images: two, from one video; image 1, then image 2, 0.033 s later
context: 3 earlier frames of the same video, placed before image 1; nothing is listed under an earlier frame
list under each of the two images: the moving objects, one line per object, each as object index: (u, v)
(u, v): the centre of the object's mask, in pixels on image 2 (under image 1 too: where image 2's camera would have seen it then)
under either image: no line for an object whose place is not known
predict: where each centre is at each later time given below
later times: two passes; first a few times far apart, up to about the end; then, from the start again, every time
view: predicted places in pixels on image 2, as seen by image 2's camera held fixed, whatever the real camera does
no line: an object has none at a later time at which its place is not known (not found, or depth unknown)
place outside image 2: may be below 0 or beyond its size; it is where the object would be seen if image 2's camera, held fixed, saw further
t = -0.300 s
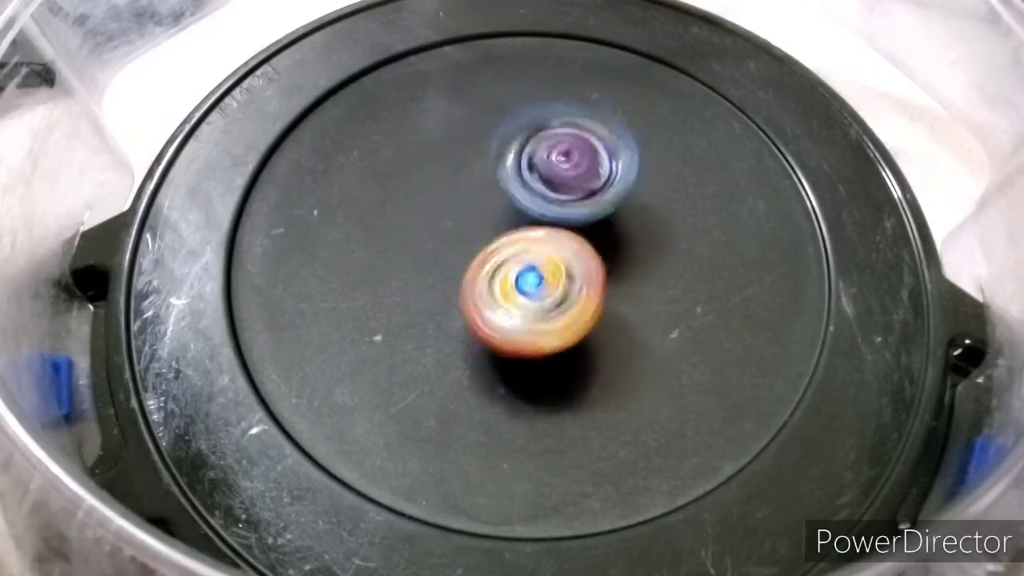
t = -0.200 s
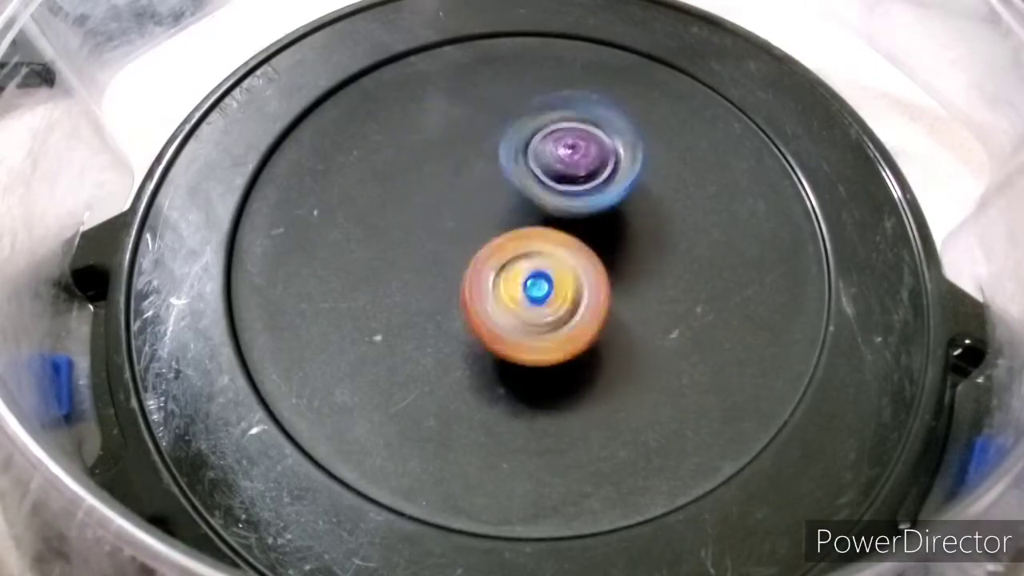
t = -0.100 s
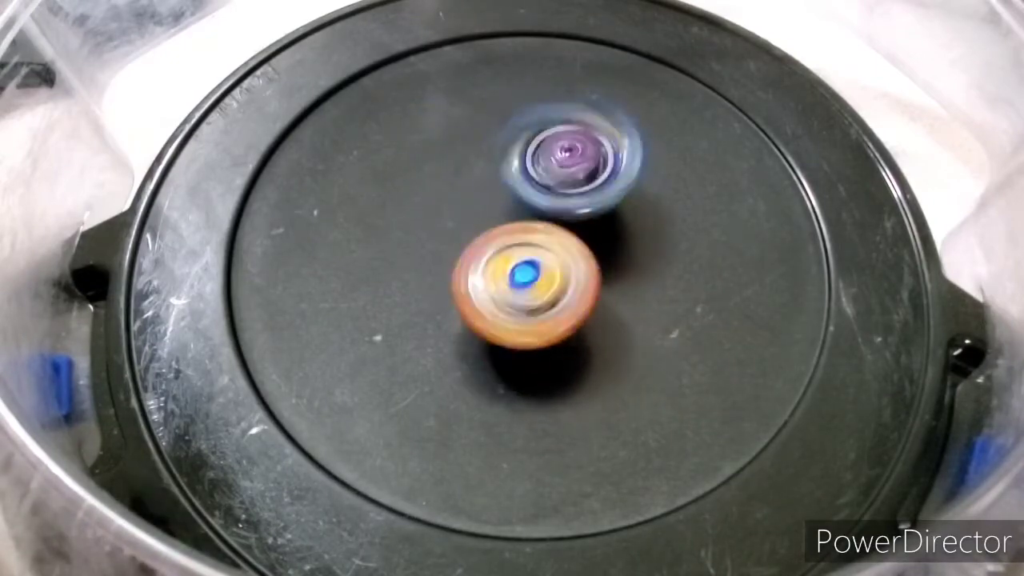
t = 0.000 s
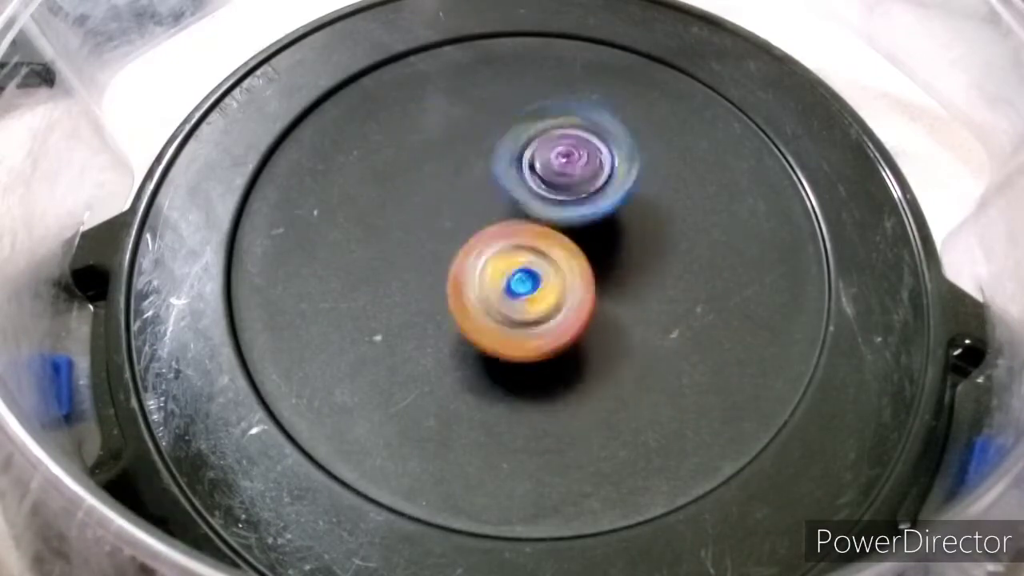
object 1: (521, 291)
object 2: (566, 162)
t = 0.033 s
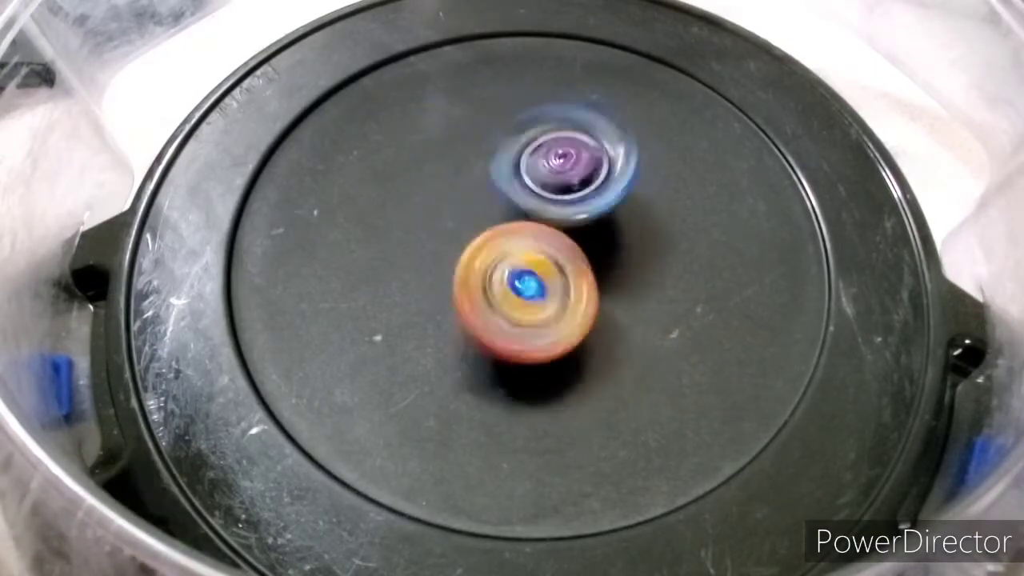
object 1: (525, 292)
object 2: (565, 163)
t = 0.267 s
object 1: (520, 299)
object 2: (552, 158)
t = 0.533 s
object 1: (533, 290)
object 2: (544, 163)
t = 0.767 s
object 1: (523, 300)
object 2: (528, 153)
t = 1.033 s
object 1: (504, 286)
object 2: (531, 157)
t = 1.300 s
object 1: (483, 282)
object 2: (544, 150)
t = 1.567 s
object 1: (489, 282)
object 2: (560, 160)
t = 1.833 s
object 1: (486, 271)
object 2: (600, 166)
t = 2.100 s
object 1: (465, 247)
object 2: (598, 181)
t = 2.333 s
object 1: (474, 247)
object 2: (586, 199)
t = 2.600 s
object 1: (542, 306)
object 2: (572, 188)
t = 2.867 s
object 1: (587, 296)
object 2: (521, 202)
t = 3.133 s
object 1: (622, 249)
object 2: (483, 226)
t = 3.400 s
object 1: (630, 246)
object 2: (512, 228)
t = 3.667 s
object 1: (621, 228)
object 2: (497, 197)
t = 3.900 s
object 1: (620, 222)
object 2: (502, 151)
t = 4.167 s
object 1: (619, 223)
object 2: (481, 166)
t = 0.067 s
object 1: (528, 290)
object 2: (566, 165)
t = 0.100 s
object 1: (525, 295)
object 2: (565, 163)
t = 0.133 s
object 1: (523, 300)
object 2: (564, 162)
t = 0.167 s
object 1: (521, 303)
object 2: (561, 160)
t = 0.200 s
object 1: (521, 303)
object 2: (561, 160)
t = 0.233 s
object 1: (519, 303)
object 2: (556, 158)
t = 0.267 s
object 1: (520, 299)
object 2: (552, 158)
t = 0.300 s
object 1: (520, 297)
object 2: (549, 159)
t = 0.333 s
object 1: (518, 295)
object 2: (547, 165)
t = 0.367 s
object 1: (517, 293)
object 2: (541, 168)
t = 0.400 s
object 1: (520, 299)
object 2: (543, 162)
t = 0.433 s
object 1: (526, 299)
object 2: (543, 162)
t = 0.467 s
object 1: (531, 297)
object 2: (543, 165)
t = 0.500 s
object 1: (534, 294)
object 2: (540, 163)
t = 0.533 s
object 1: (533, 290)
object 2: (544, 163)
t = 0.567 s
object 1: (529, 286)
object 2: (540, 163)
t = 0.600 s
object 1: (522, 289)
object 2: (537, 161)
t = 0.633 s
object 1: (517, 294)
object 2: (537, 154)
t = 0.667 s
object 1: (516, 297)
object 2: (537, 152)
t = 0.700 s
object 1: (516, 301)
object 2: (534, 151)
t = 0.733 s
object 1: (520, 302)
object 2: (530, 152)
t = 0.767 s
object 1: (523, 300)
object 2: (528, 153)
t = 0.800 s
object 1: (526, 295)
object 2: (529, 156)
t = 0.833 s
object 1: (524, 290)
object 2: (527, 160)
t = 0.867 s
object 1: (521, 288)
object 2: (529, 164)
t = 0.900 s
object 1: (519, 290)
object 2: (531, 160)
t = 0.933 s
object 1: (517, 289)
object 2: (531, 158)
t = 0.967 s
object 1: (515, 288)
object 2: (529, 158)
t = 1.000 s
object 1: (511, 286)
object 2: (531, 159)
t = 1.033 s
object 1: (504, 286)
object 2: (531, 157)
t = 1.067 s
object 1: (501, 290)
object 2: (533, 153)
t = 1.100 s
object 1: (500, 291)
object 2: (534, 153)
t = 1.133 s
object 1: (502, 288)
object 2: (535, 150)
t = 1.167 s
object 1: (503, 281)
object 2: (534, 150)
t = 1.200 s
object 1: (501, 274)
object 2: (534, 150)
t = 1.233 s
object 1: (497, 270)
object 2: (537, 152)
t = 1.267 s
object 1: (490, 271)
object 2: (540, 152)
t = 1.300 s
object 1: (483, 282)
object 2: (544, 150)
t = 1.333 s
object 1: (484, 292)
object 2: (547, 146)
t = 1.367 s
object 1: (488, 296)
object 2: (548, 146)
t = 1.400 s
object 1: (490, 295)
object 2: (550, 144)
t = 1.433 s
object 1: (491, 293)
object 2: (552, 143)
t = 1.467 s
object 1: (492, 293)
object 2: (557, 148)
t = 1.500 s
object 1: (490, 290)
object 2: (555, 152)
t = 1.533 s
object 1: (489, 286)
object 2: (555, 155)
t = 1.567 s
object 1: (489, 282)
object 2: (560, 160)
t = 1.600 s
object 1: (488, 279)
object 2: (564, 164)
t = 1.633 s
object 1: (487, 278)
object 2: (568, 167)
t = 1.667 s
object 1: (488, 276)
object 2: (573, 169)
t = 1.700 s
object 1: (484, 279)
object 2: (579, 168)
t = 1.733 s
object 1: (484, 281)
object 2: (589, 169)
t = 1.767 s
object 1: (484, 280)
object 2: (592, 168)
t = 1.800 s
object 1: (485, 276)
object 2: (596, 168)
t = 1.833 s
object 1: (486, 271)
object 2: (600, 166)
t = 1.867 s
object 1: (486, 269)
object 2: (601, 169)
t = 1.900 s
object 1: (486, 266)
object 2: (599, 168)
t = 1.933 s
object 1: (486, 262)
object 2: (597, 170)
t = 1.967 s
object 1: (488, 258)
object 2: (599, 174)
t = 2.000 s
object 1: (488, 254)
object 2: (596, 176)
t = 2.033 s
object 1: (477, 254)
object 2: (595, 181)
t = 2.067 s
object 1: (471, 252)
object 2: (597, 181)
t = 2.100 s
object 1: (465, 247)
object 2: (598, 181)
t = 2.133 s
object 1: (461, 244)
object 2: (600, 180)
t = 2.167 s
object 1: (458, 242)
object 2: (602, 184)
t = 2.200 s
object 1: (458, 242)
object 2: (600, 188)
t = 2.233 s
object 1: (461, 242)
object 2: (593, 192)
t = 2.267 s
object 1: (465, 242)
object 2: (587, 194)
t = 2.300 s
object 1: (471, 242)
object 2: (583, 196)
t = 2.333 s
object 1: (474, 247)
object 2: (586, 199)
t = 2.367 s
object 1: (479, 254)
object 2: (585, 200)
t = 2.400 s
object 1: (488, 263)
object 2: (588, 201)
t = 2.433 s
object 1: (499, 272)
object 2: (587, 199)
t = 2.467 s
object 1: (509, 280)
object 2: (585, 194)
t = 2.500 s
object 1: (518, 289)
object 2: (585, 190)
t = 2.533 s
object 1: (528, 296)
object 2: (582, 190)
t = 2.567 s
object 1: (535, 301)
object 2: (578, 190)
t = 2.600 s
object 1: (542, 306)
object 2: (572, 188)
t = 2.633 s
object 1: (550, 310)
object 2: (569, 189)
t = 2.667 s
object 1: (554, 312)
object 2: (564, 189)
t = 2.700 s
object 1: (559, 312)
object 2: (557, 191)
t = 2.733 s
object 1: (564, 311)
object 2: (548, 193)
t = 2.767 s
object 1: (571, 308)
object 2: (541, 194)
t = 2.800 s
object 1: (575, 304)
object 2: (536, 198)
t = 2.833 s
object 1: (579, 300)
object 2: (530, 201)
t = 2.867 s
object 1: (587, 296)
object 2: (521, 202)
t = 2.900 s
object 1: (593, 290)
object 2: (513, 203)
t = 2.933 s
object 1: (598, 284)
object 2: (508, 206)
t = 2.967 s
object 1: (602, 278)
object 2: (500, 209)
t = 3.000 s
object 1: (608, 272)
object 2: (492, 210)
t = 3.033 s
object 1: (613, 265)
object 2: (486, 213)
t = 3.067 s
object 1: (617, 259)
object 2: (481, 217)
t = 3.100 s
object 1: (620, 254)
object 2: (483, 220)
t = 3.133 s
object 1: (622, 249)
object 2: (483, 226)
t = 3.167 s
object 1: (622, 246)
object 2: (485, 230)
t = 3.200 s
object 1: (623, 243)
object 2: (484, 233)
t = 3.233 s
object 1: (624, 241)
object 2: (487, 234)
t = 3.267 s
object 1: (624, 240)
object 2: (493, 232)
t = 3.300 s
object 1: (629, 237)
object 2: (502, 234)
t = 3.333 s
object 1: (629, 236)
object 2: (507, 234)
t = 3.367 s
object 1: (628, 241)
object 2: (511, 231)
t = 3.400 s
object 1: (630, 246)
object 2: (512, 228)
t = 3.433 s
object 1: (629, 245)
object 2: (508, 222)
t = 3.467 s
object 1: (629, 244)
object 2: (504, 216)
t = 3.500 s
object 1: (626, 243)
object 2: (502, 215)
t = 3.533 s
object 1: (623, 242)
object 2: (500, 212)
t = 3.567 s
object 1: (620, 239)
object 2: (499, 207)
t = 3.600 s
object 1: (618, 236)
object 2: (498, 204)
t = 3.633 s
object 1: (618, 232)
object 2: (499, 202)
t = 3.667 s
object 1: (621, 228)
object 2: (497, 197)
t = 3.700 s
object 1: (621, 226)
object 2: (498, 191)
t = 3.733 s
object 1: (622, 225)
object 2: (499, 185)
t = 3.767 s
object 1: (622, 224)
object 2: (503, 181)
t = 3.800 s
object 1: (621, 224)
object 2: (506, 172)
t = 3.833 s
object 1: (621, 223)
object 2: (505, 163)
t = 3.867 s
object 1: (620, 222)
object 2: (503, 155)
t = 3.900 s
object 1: (620, 222)
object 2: (502, 151)
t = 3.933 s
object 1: (619, 222)
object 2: (503, 150)
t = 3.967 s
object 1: (619, 222)
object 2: (503, 150)
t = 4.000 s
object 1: (619, 222)
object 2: (502, 154)
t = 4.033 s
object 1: (619, 223)
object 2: (499, 157)
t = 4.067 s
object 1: (619, 223)
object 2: (494, 162)
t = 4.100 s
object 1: (619, 223)
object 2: (489, 164)
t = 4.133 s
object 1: (619, 224)
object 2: (484, 166)
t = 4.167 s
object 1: (619, 223)
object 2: (481, 166)
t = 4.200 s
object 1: (619, 223)
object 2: (481, 166)
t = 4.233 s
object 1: (619, 223)
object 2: (482, 166)
